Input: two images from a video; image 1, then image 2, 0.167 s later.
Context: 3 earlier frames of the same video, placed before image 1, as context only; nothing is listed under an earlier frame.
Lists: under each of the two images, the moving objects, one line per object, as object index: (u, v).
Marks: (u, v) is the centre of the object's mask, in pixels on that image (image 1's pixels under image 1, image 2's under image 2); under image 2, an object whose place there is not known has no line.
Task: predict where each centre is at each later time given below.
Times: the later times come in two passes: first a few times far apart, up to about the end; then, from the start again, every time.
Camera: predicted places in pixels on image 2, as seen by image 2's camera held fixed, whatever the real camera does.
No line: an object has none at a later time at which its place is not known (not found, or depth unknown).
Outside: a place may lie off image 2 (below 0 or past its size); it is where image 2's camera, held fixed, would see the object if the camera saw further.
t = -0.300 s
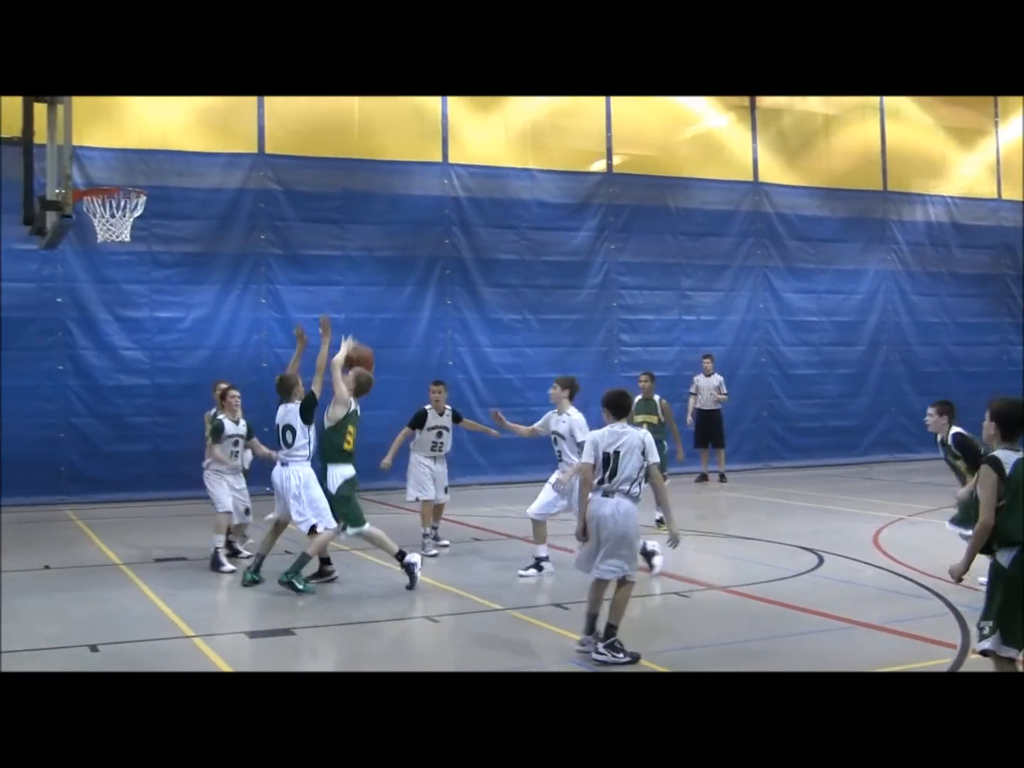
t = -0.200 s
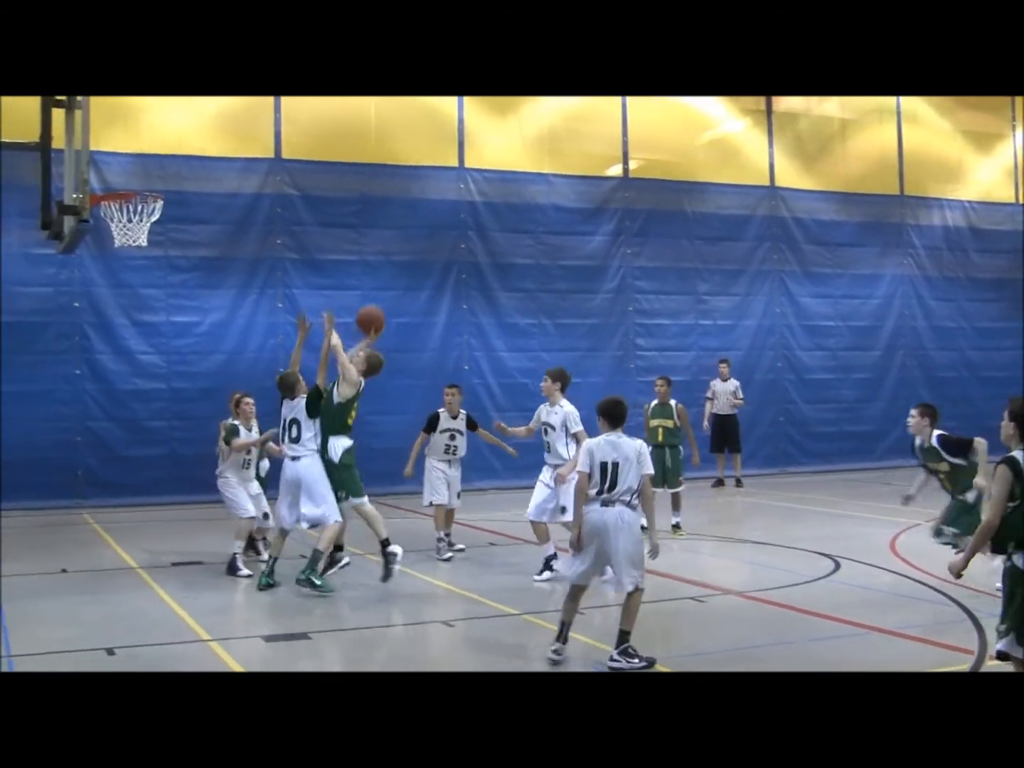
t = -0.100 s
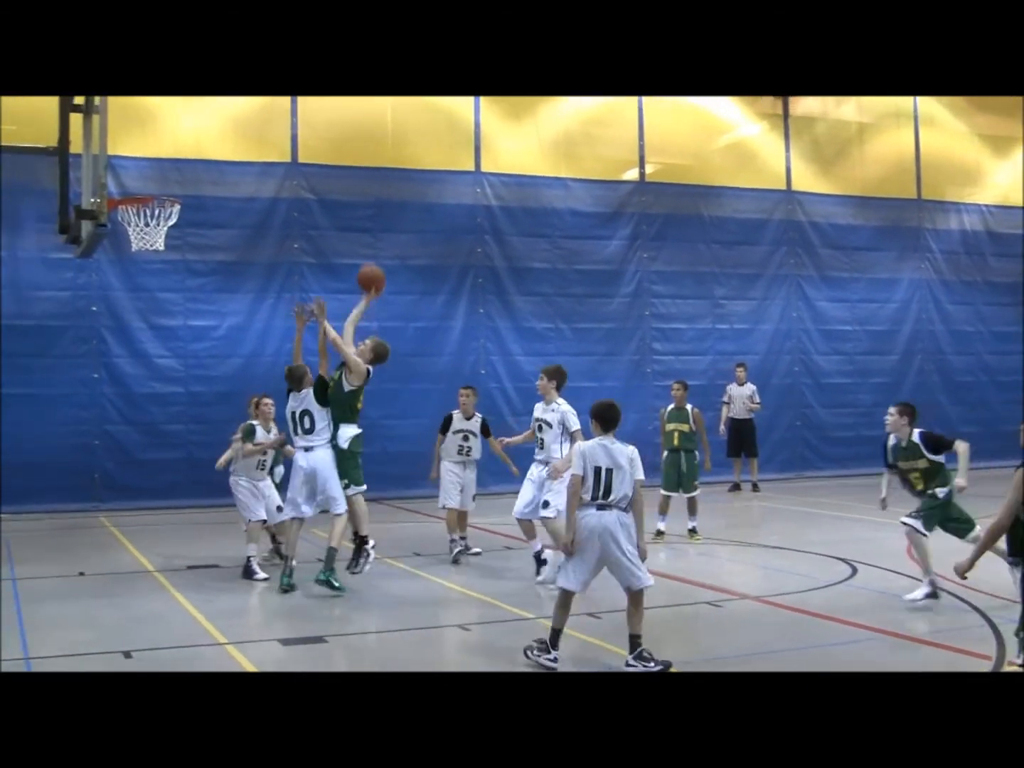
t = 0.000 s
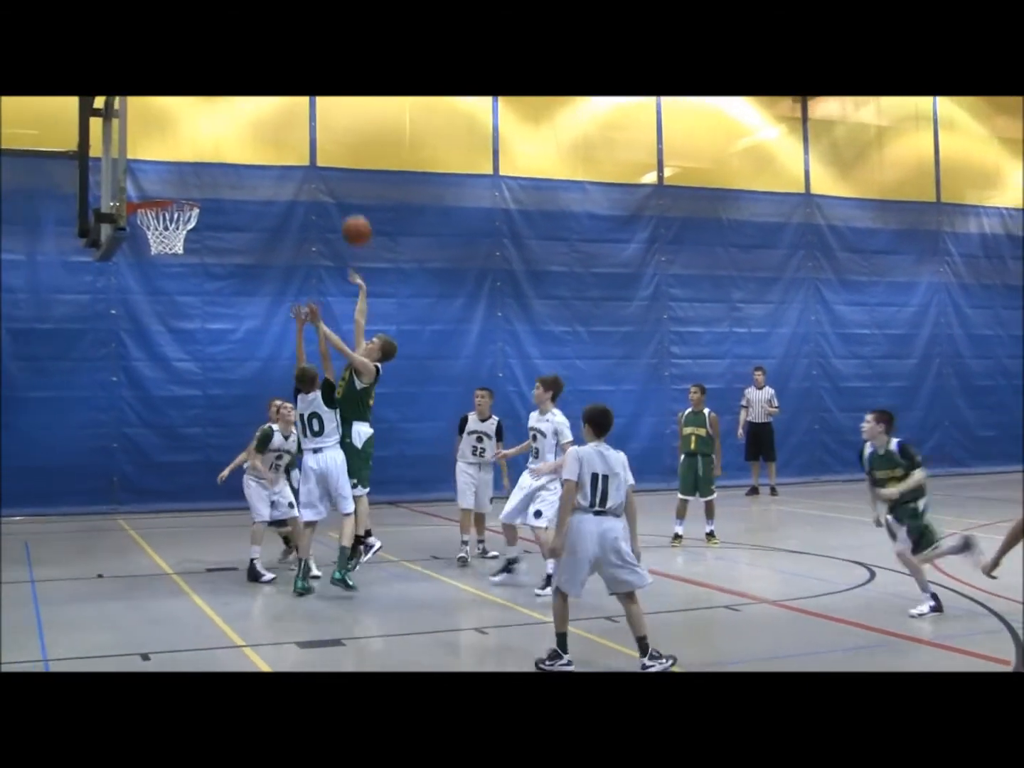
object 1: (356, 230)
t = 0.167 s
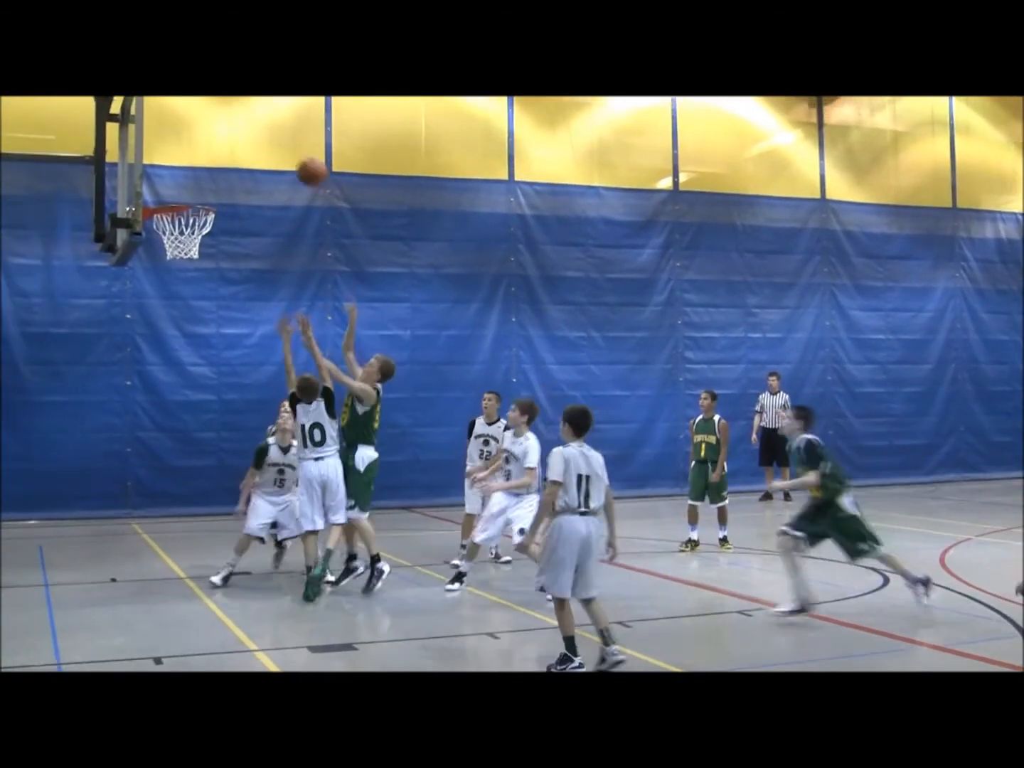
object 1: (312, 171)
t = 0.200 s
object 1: (298, 163)
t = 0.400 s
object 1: (222, 136)
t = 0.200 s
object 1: (298, 163)
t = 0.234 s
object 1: (286, 155)
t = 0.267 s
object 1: (274, 149)
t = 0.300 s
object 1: (261, 143)
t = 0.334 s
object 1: (248, 140)
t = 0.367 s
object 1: (235, 137)
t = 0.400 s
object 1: (222, 136)
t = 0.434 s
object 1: (209, 136)
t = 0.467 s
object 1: (196, 138)
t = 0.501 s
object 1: (183, 140)
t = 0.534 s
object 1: (168, 145)
